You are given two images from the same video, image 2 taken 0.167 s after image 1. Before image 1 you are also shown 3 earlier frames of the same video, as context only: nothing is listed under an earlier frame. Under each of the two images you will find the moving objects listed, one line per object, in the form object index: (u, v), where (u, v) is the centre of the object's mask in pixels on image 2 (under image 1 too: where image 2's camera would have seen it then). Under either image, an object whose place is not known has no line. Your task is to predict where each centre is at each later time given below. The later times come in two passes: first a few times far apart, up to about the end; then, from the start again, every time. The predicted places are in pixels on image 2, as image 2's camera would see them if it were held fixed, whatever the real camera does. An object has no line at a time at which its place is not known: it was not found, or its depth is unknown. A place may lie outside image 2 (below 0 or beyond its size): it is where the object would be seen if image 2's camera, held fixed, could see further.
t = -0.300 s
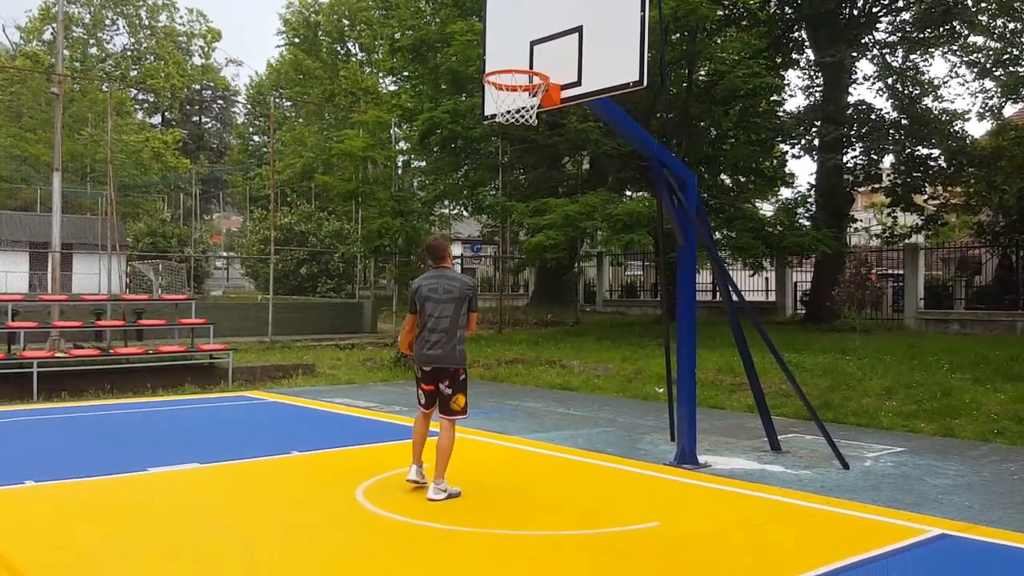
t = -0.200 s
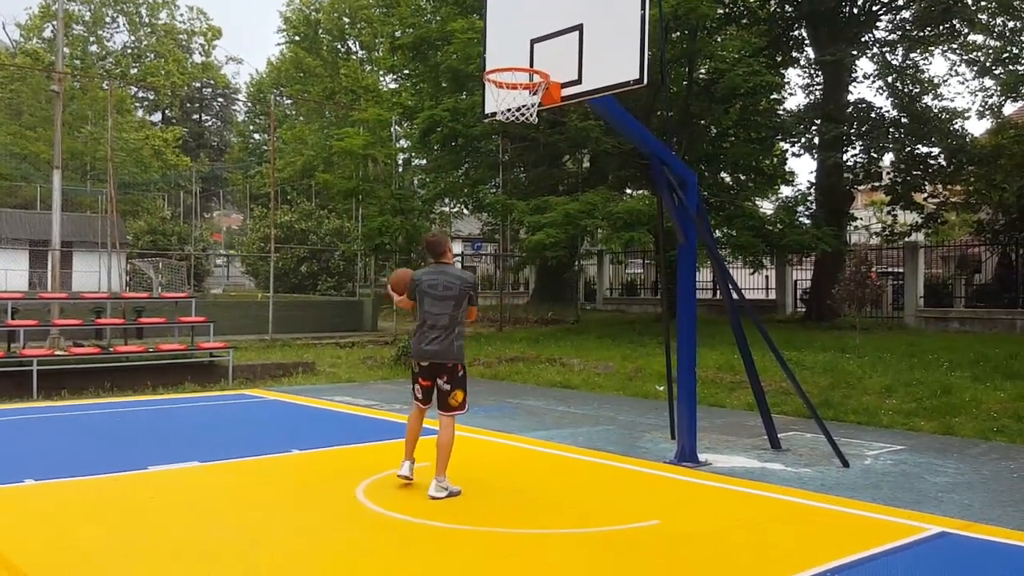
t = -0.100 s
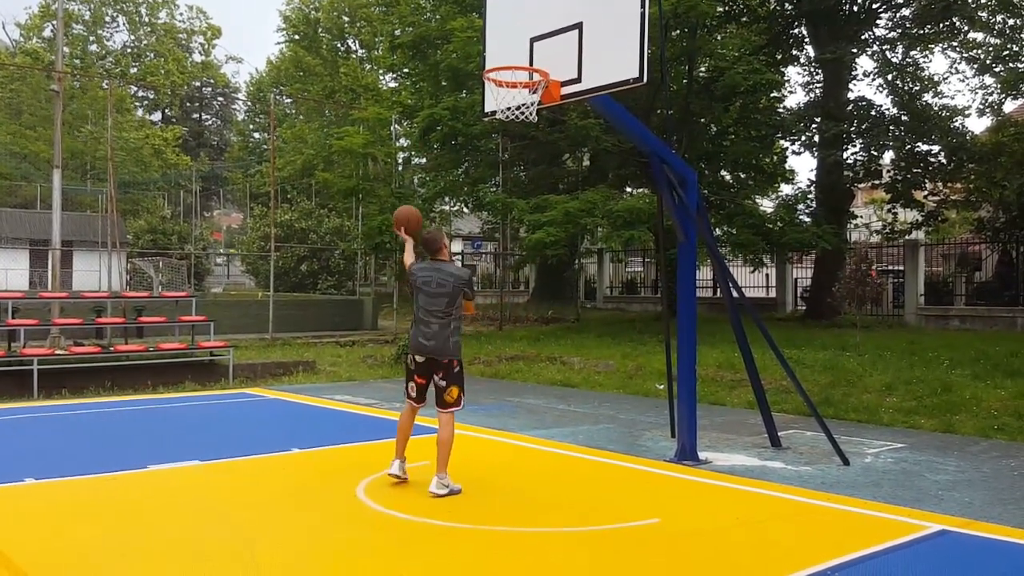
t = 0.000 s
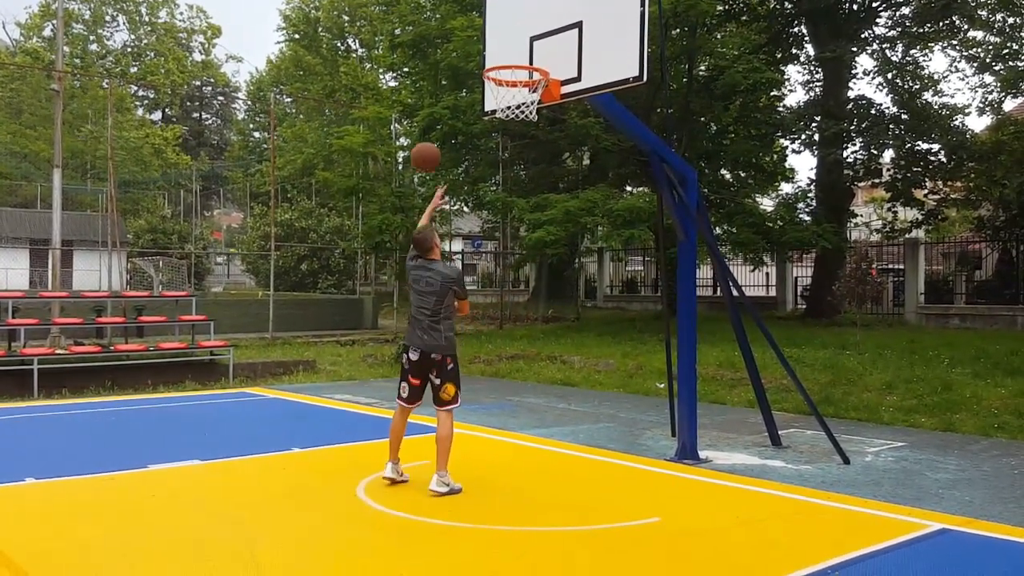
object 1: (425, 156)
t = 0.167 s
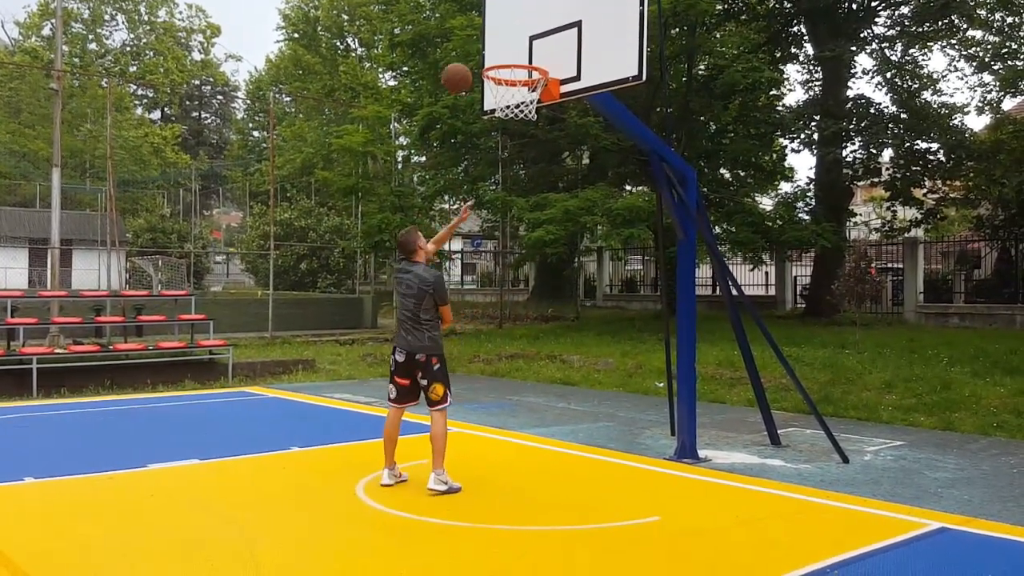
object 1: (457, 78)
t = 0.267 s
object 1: (475, 47)
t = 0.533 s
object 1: (506, 22)
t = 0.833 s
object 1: (511, 100)
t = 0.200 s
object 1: (463, 67)
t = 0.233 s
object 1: (469, 56)
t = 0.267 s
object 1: (475, 47)
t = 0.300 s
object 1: (482, 39)
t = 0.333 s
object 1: (488, 33)
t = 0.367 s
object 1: (494, 28)
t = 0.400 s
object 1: (501, 24)
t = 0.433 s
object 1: (504, 22)
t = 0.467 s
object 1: (505, 20)
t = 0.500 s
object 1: (505, 20)
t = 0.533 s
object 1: (506, 22)
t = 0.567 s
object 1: (506, 24)
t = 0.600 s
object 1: (507, 29)
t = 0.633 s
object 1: (508, 35)
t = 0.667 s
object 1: (508, 42)
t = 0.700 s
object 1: (509, 50)
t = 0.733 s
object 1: (510, 60)
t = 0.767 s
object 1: (510, 74)
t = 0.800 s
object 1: (511, 86)
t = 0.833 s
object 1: (511, 100)
